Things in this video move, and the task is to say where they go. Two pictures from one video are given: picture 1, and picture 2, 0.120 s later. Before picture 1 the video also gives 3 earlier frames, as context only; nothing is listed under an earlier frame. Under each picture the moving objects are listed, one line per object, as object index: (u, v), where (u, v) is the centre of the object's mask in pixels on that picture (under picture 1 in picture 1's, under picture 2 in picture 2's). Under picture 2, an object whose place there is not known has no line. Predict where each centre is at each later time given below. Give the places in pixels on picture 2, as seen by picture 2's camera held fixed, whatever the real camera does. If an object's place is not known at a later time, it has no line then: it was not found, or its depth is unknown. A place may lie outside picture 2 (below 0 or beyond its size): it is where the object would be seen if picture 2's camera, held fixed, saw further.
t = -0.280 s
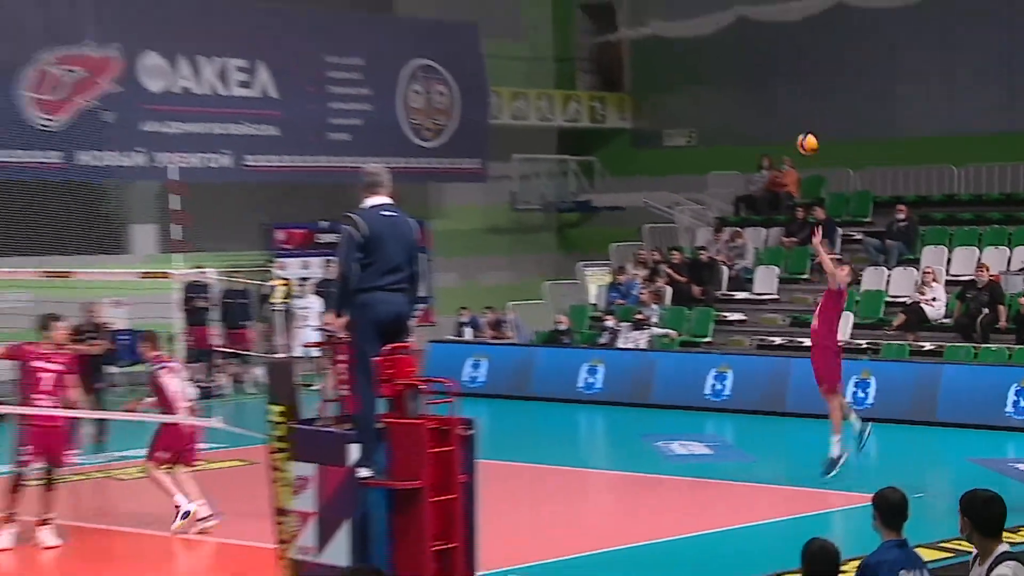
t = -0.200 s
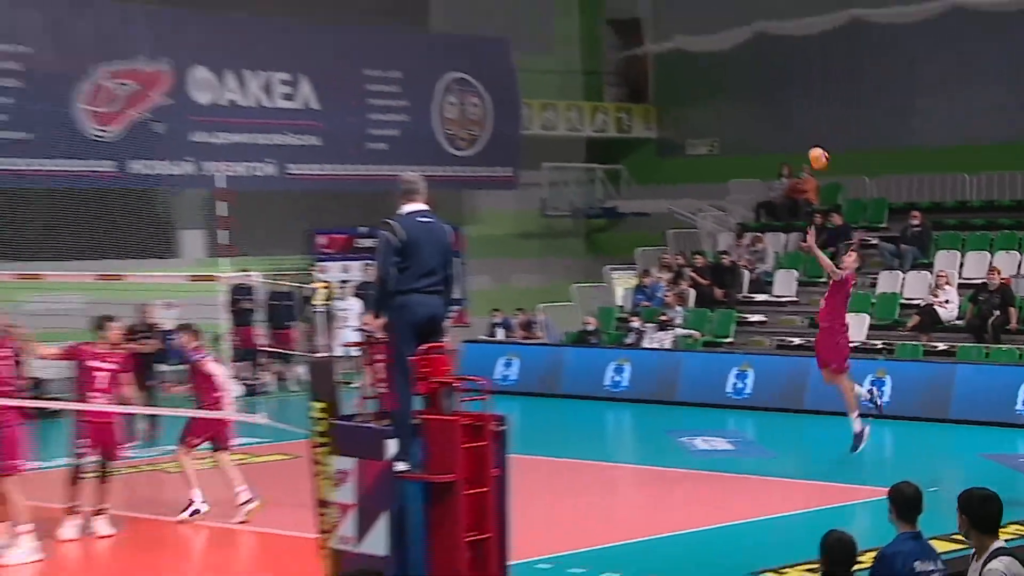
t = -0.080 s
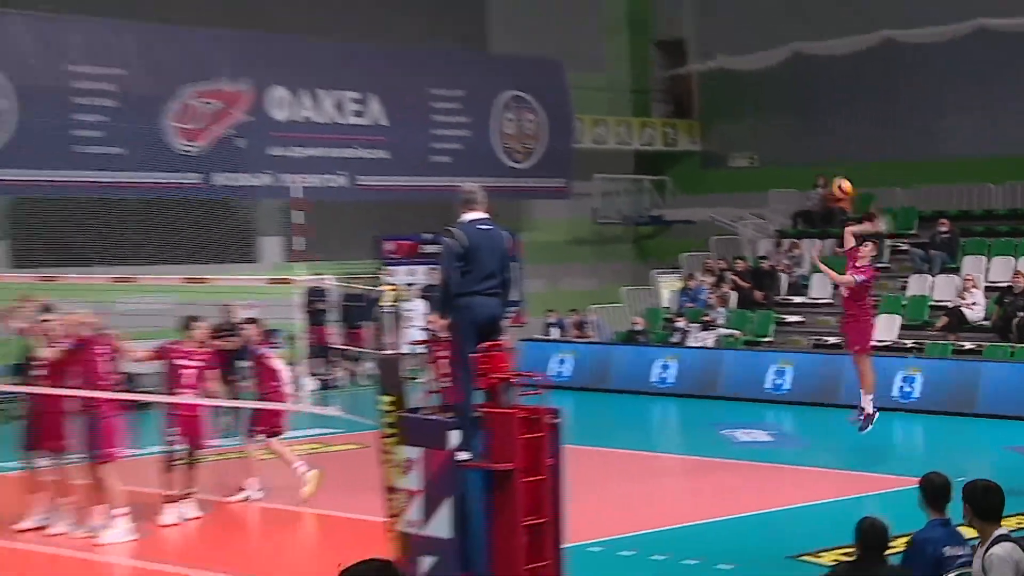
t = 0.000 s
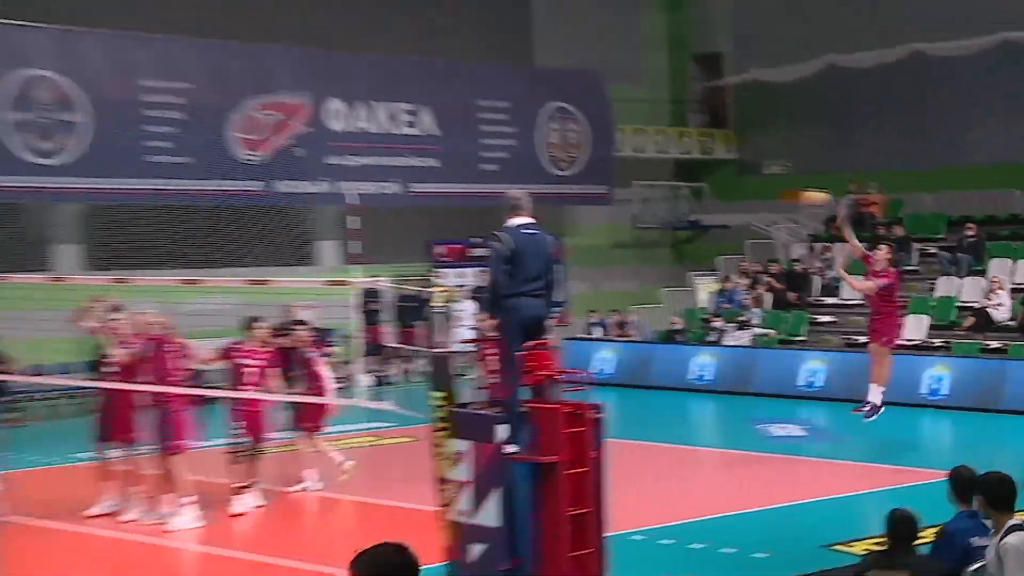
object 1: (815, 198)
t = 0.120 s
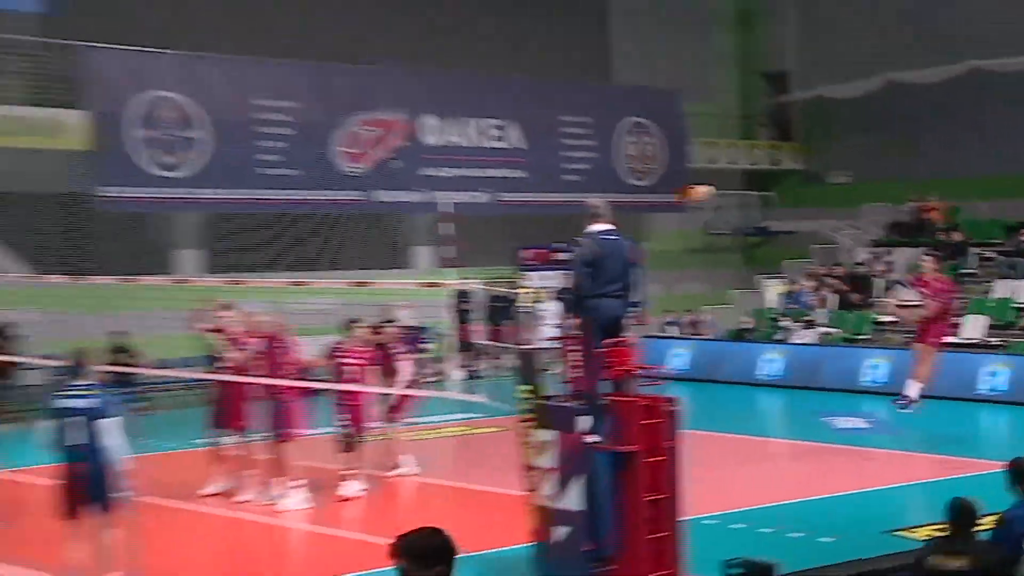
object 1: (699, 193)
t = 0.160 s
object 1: (639, 191)
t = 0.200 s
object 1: (579, 190)
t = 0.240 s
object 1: (513, 195)
